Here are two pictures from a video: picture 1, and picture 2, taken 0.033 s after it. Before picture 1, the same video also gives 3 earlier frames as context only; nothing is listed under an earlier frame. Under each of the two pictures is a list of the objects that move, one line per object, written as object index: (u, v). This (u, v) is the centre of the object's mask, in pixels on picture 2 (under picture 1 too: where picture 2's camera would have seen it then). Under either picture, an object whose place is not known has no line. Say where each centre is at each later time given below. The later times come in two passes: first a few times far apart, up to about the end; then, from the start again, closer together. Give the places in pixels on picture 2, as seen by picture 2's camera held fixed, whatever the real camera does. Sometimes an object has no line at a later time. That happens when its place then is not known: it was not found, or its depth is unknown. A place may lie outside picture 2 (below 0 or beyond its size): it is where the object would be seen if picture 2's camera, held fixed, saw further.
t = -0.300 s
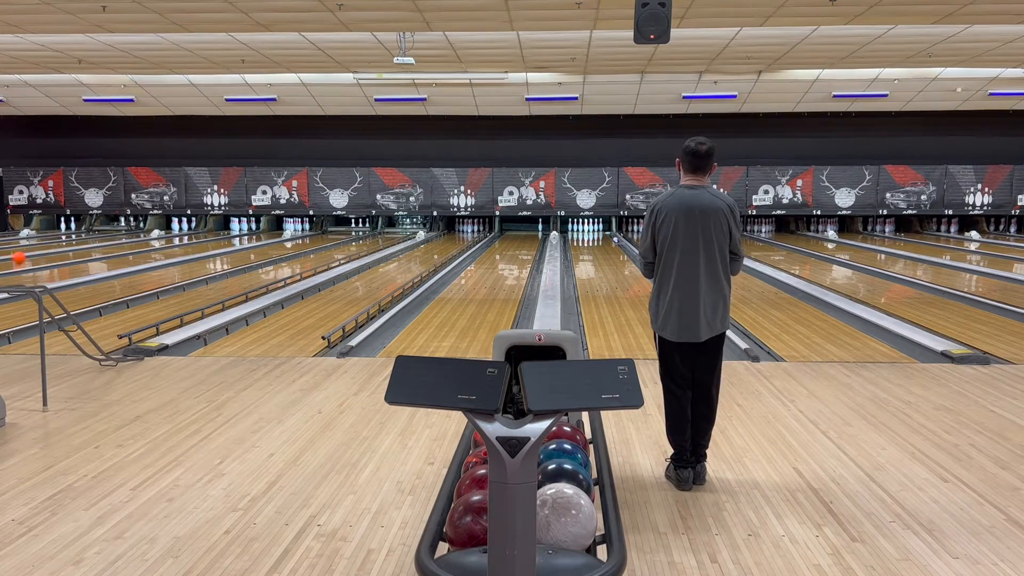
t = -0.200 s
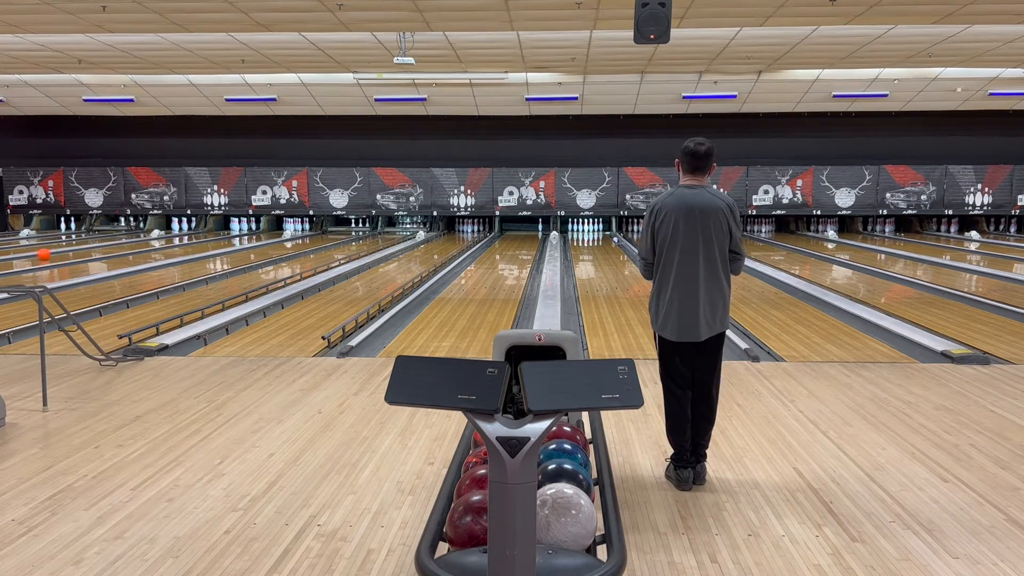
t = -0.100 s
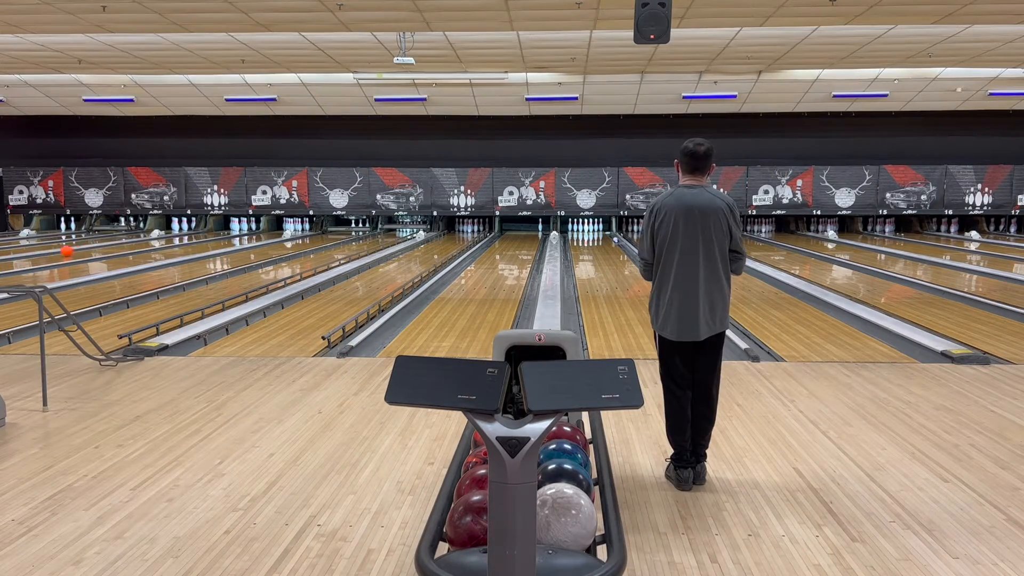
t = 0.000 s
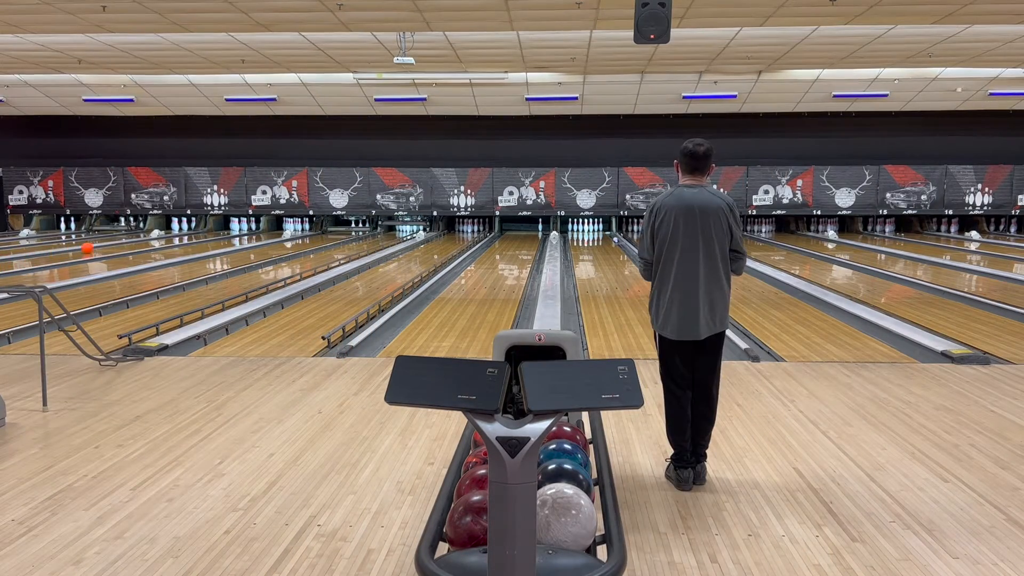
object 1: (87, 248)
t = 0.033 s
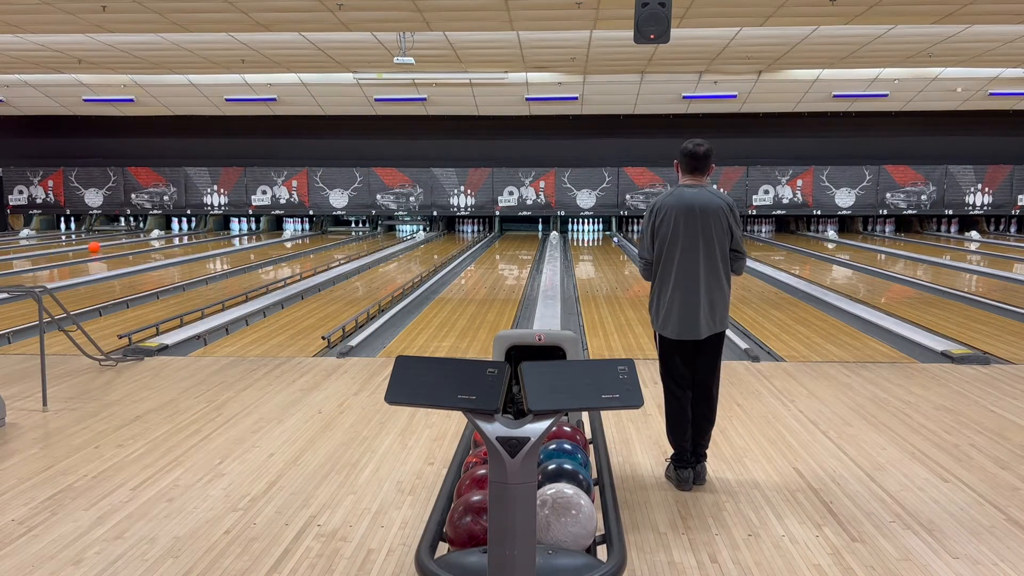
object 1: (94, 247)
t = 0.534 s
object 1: (172, 236)
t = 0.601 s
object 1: (181, 235)
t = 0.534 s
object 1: (172, 236)
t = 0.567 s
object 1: (177, 235)
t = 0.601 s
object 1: (181, 235)
